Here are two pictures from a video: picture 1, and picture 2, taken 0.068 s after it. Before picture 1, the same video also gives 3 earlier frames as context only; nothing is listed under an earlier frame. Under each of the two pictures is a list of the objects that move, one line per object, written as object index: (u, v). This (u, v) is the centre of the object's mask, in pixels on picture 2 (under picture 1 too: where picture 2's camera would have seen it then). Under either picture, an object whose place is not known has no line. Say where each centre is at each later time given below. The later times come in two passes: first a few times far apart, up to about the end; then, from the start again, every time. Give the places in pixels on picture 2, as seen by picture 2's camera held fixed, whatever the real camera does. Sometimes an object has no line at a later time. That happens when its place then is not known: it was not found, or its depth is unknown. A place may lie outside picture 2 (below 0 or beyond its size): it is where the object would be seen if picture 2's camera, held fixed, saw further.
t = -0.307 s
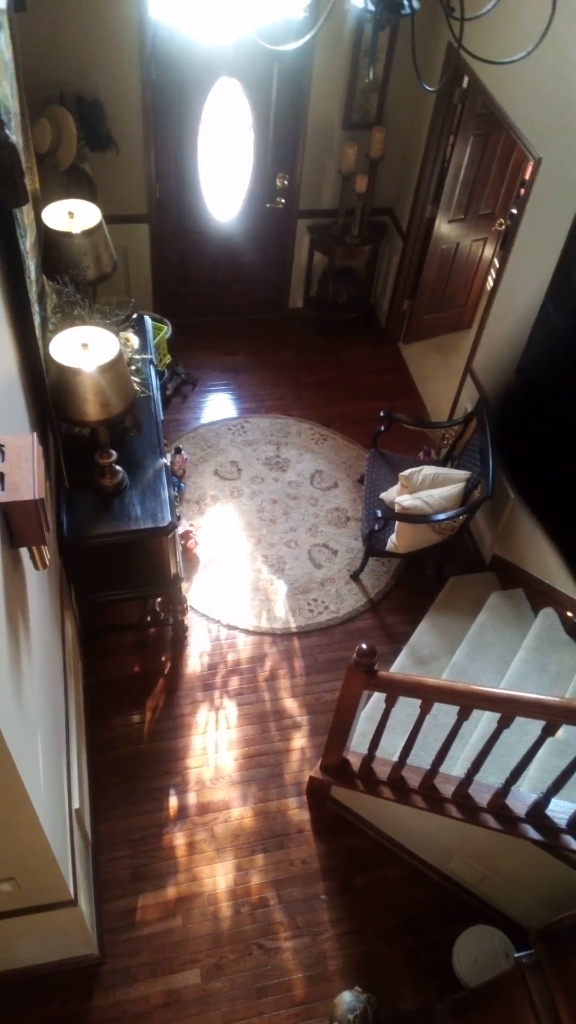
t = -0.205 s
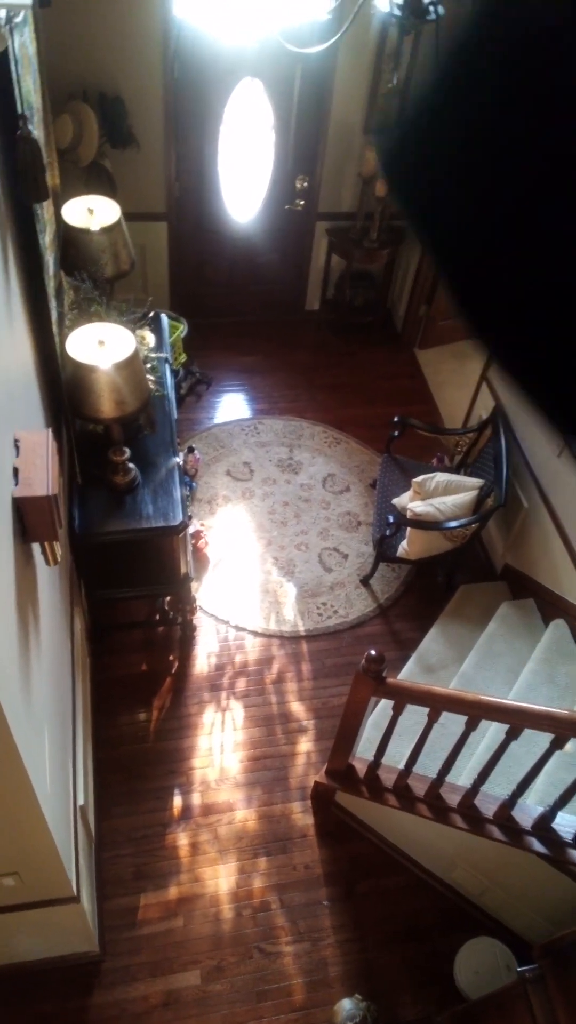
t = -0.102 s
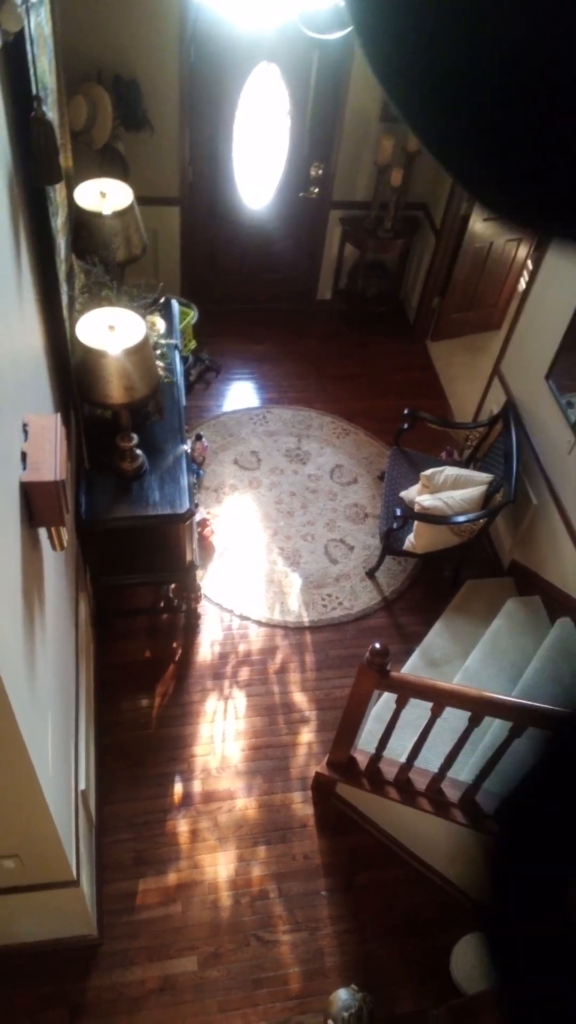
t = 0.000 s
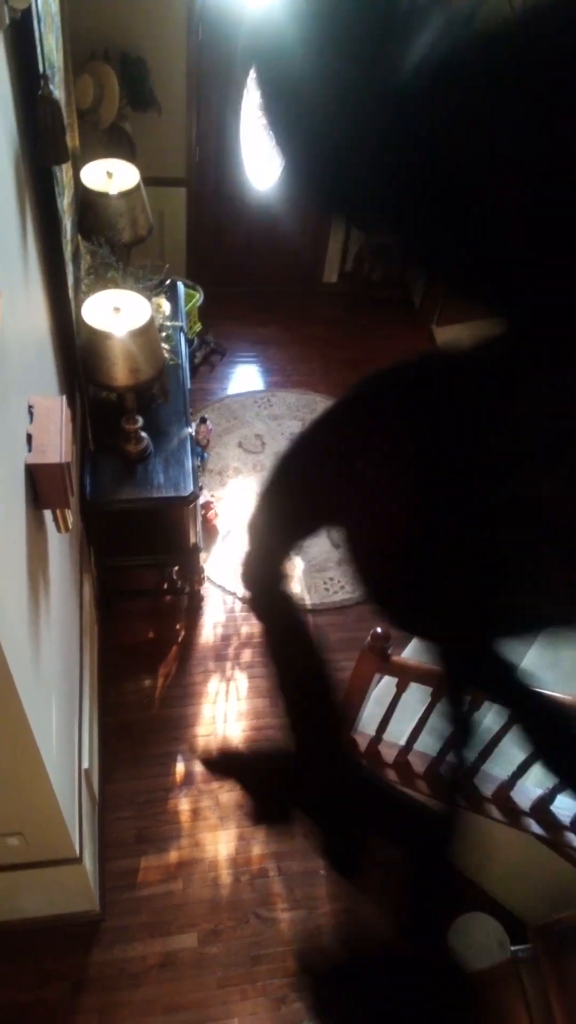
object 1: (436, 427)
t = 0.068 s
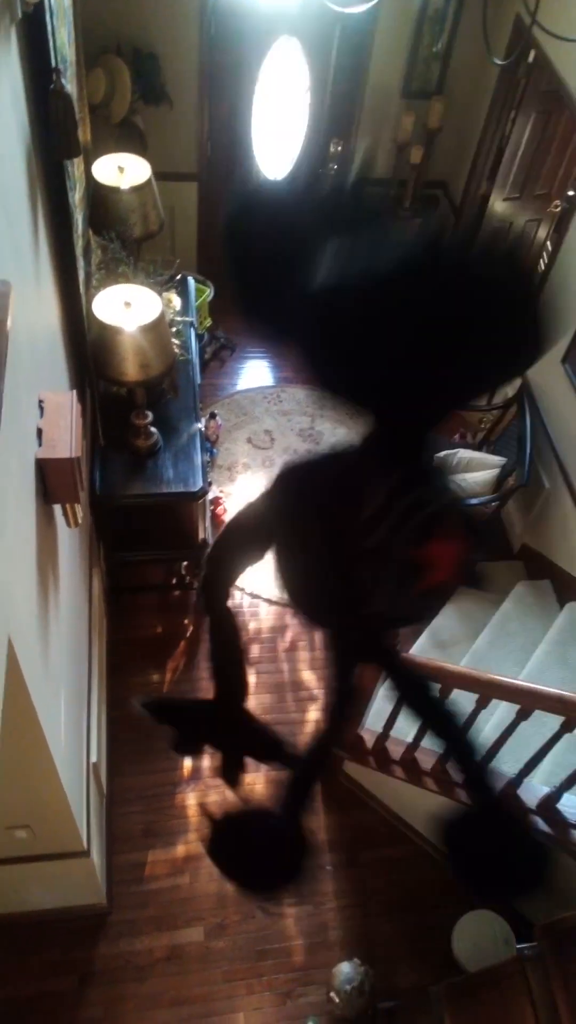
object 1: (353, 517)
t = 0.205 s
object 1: (244, 661)
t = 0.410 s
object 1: (206, 786)
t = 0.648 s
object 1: (210, 878)
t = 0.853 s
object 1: (203, 915)
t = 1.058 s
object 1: (225, 895)
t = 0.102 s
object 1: (320, 538)
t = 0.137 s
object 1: (279, 595)
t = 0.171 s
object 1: (259, 631)
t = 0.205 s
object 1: (244, 661)
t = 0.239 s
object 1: (233, 686)
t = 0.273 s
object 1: (225, 707)
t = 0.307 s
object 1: (218, 729)
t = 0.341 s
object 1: (213, 750)
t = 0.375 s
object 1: (210, 769)
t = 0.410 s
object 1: (206, 786)
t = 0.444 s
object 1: (206, 799)
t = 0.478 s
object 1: (206, 812)
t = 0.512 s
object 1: (200, 834)
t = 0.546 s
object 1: (202, 847)
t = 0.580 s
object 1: (209, 855)
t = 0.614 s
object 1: (210, 866)
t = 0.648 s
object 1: (210, 878)
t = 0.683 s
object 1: (210, 885)
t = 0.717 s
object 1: (210, 890)
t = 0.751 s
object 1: (210, 897)
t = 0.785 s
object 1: (206, 902)
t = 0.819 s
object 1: (206, 908)
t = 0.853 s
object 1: (203, 915)
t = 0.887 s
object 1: (205, 914)
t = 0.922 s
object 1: (213, 907)
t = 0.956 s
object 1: (216, 899)
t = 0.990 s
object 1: (215, 898)
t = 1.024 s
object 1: (220, 897)
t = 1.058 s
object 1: (225, 895)
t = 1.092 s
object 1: (227, 895)
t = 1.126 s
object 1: (227, 895)
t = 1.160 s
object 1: (226, 894)
